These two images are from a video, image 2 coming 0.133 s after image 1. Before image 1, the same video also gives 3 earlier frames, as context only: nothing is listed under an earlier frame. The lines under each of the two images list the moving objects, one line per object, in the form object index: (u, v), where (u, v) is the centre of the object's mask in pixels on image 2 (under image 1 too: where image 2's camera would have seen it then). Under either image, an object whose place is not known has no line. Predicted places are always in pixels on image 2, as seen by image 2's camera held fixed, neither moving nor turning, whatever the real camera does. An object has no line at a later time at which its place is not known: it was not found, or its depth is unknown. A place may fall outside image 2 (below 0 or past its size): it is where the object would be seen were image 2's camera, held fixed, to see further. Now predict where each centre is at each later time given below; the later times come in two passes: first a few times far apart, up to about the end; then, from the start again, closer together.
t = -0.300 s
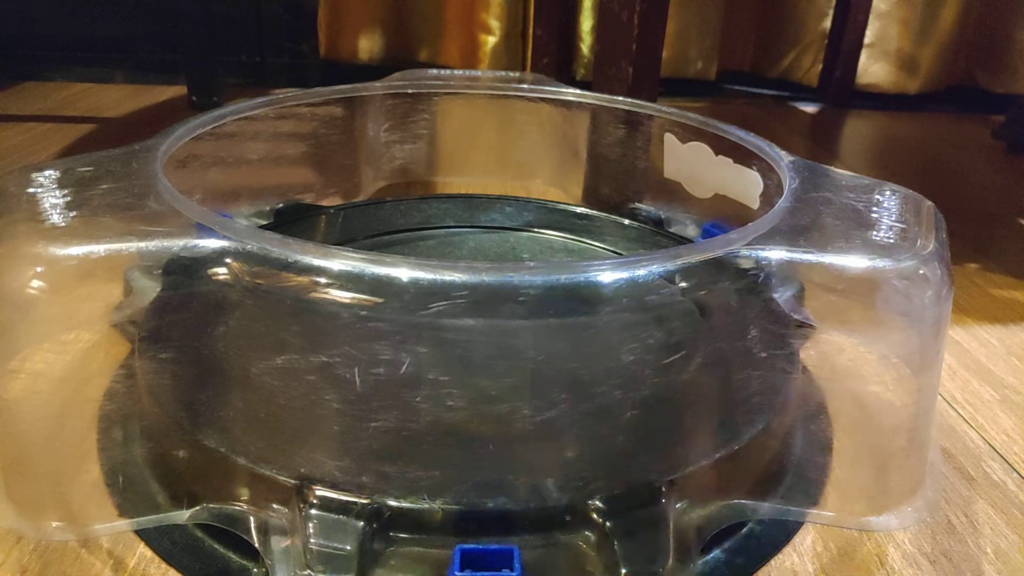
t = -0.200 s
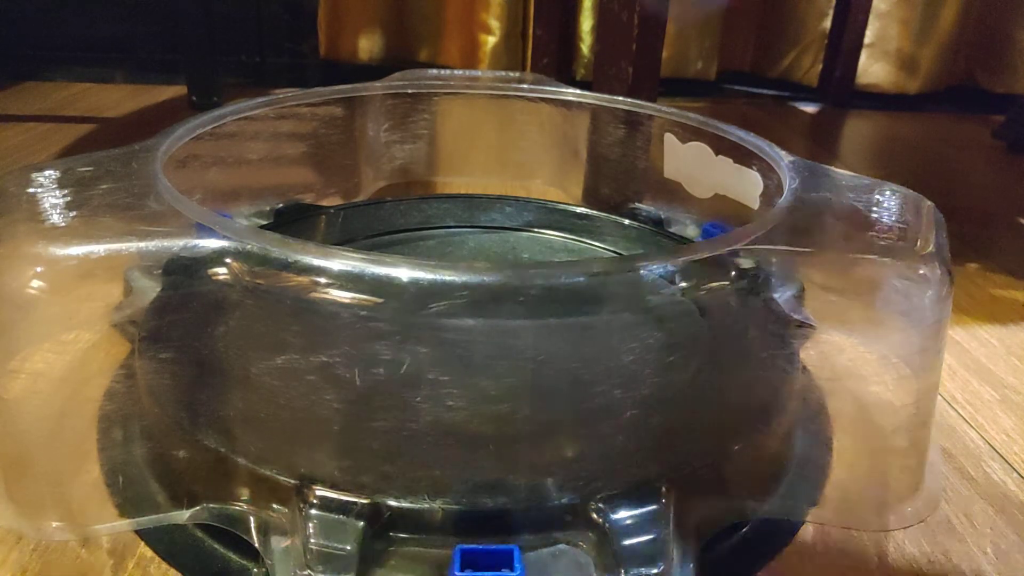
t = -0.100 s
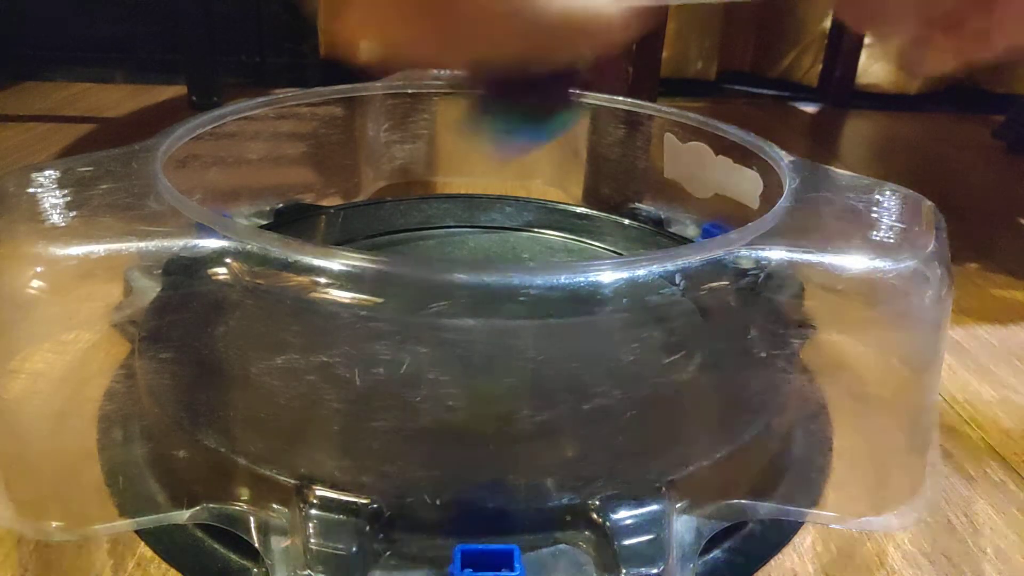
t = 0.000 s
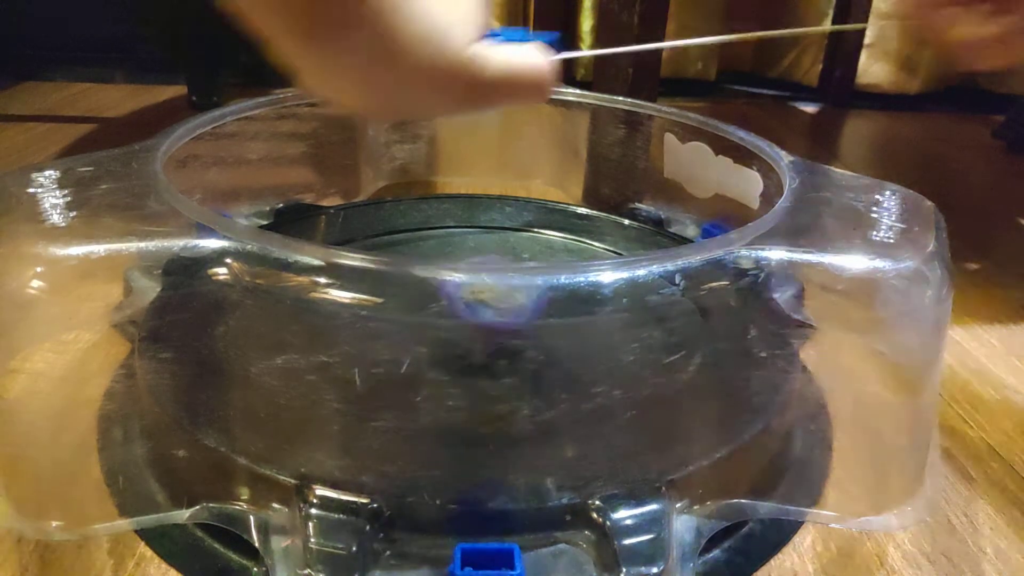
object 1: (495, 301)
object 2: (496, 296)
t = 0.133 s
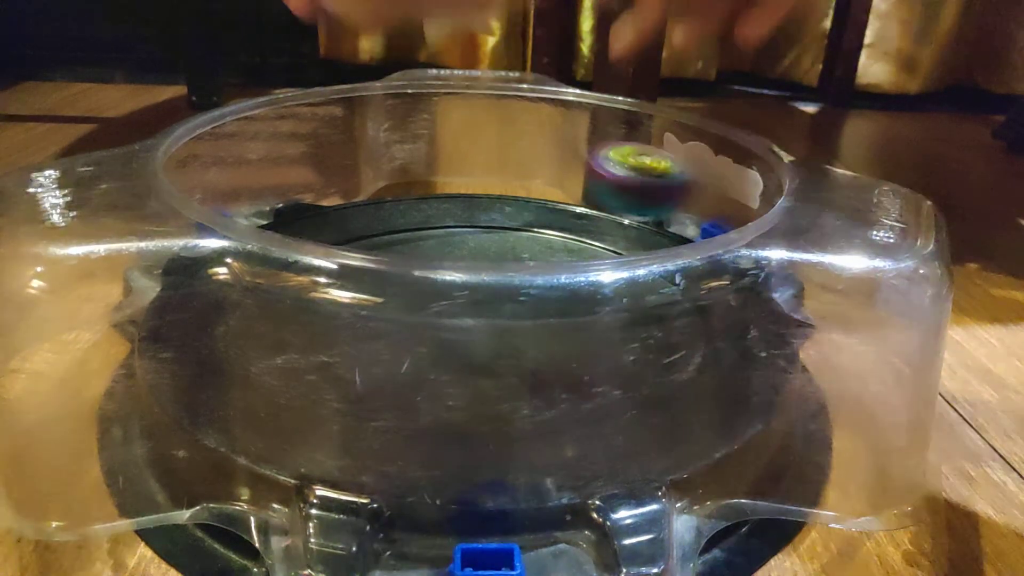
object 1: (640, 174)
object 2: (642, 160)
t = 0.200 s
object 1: (696, 213)
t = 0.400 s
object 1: (591, 231)
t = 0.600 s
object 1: (406, 243)
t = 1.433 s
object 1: (615, 251)
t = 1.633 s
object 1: (547, 241)
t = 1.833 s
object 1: (455, 244)
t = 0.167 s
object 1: (669, 185)
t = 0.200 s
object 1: (696, 213)
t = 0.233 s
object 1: (696, 220)
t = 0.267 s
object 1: (686, 211)
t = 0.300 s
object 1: (667, 205)
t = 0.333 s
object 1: (650, 220)
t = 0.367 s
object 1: (617, 238)
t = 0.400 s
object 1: (591, 231)
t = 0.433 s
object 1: (559, 232)
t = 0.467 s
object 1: (524, 241)
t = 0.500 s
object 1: (491, 245)
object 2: (495, 246)
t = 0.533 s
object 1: (464, 244)
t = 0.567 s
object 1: (432, 247)
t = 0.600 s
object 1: (406, 243)
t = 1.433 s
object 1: (615, 251)
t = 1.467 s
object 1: (610, 248)
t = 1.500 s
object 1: (600, 247)
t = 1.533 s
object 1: (589, 246)
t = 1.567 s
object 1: (575, 244)
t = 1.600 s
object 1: (562, 243)
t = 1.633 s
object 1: (547, 241)
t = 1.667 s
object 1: (531, 240)
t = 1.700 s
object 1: (515, 240)
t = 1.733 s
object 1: (499, 241)
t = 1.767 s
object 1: (484, 242)
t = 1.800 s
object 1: (469, 243)
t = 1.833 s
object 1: (455, 244)
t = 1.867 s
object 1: (442, 246)
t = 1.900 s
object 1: (429, 247)
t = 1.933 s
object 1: (418, 249)
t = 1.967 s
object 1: (412, 251)
